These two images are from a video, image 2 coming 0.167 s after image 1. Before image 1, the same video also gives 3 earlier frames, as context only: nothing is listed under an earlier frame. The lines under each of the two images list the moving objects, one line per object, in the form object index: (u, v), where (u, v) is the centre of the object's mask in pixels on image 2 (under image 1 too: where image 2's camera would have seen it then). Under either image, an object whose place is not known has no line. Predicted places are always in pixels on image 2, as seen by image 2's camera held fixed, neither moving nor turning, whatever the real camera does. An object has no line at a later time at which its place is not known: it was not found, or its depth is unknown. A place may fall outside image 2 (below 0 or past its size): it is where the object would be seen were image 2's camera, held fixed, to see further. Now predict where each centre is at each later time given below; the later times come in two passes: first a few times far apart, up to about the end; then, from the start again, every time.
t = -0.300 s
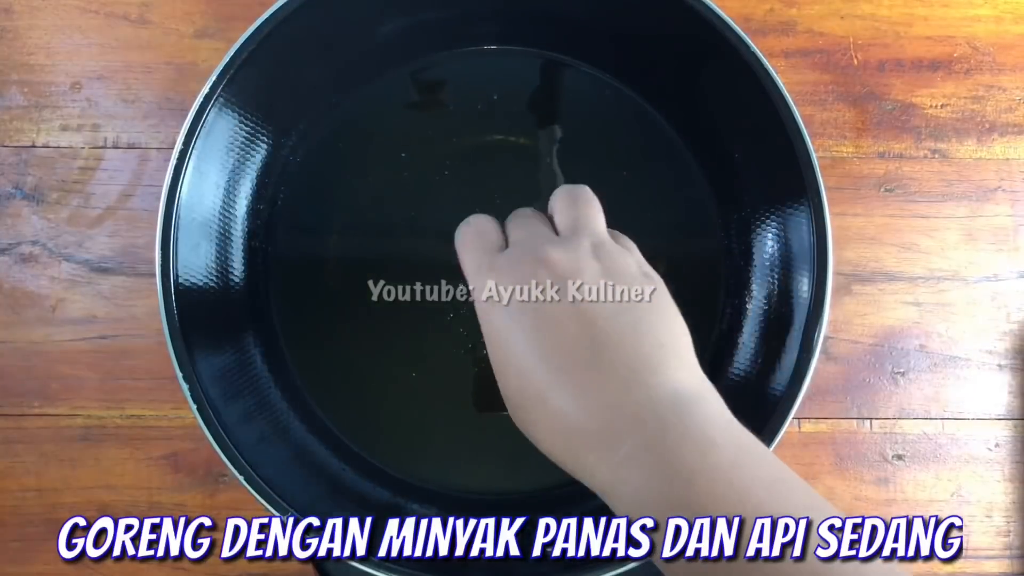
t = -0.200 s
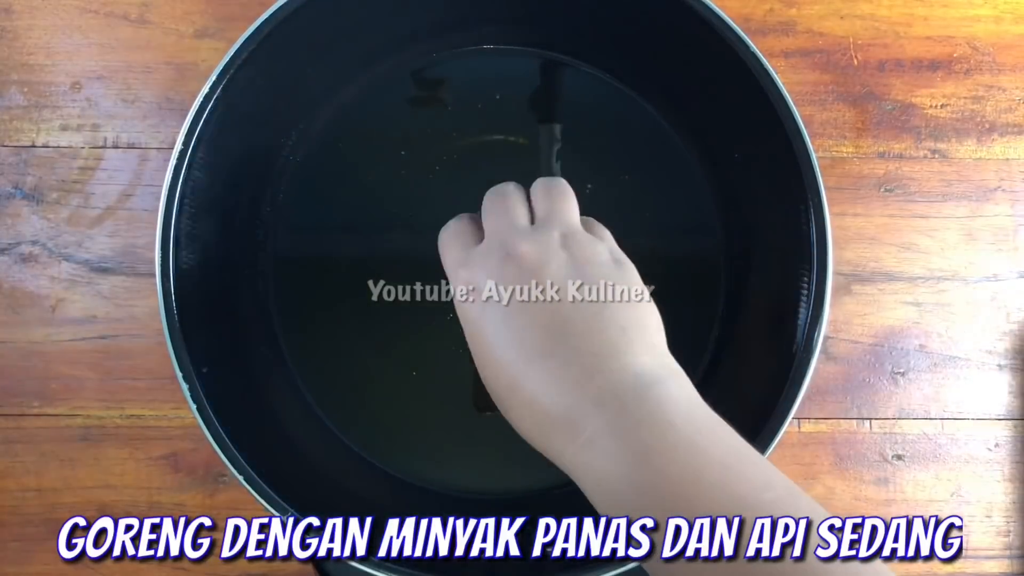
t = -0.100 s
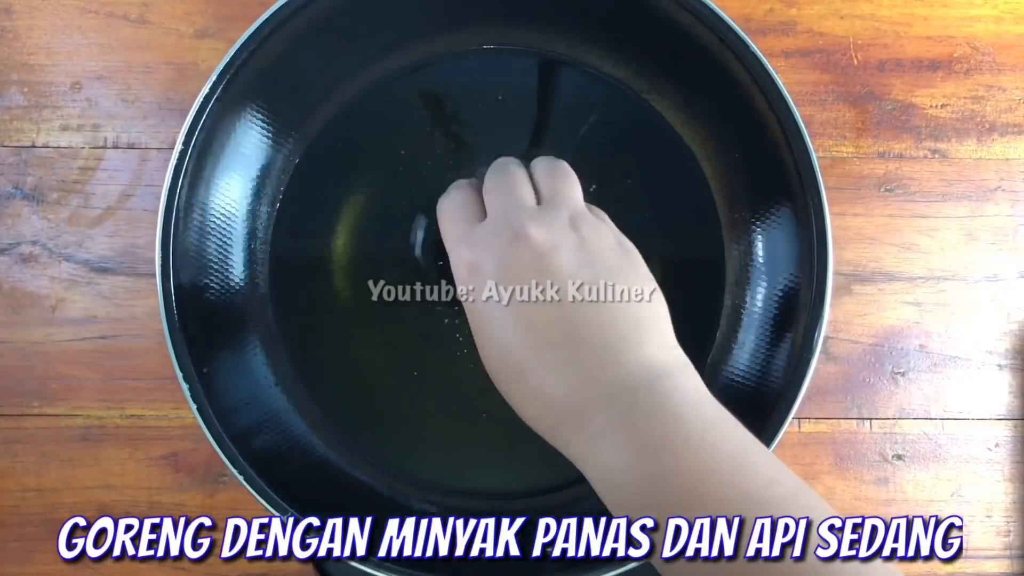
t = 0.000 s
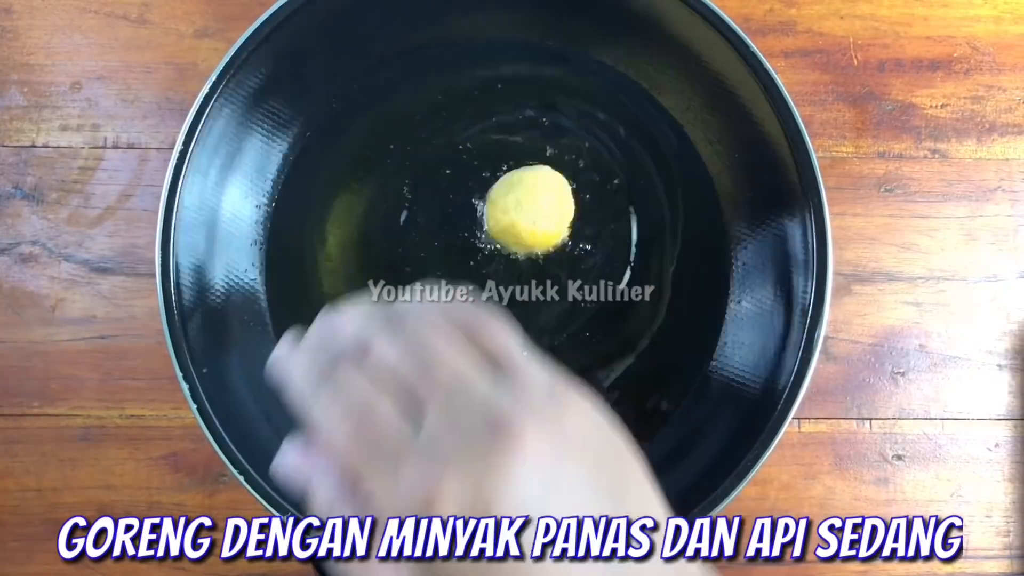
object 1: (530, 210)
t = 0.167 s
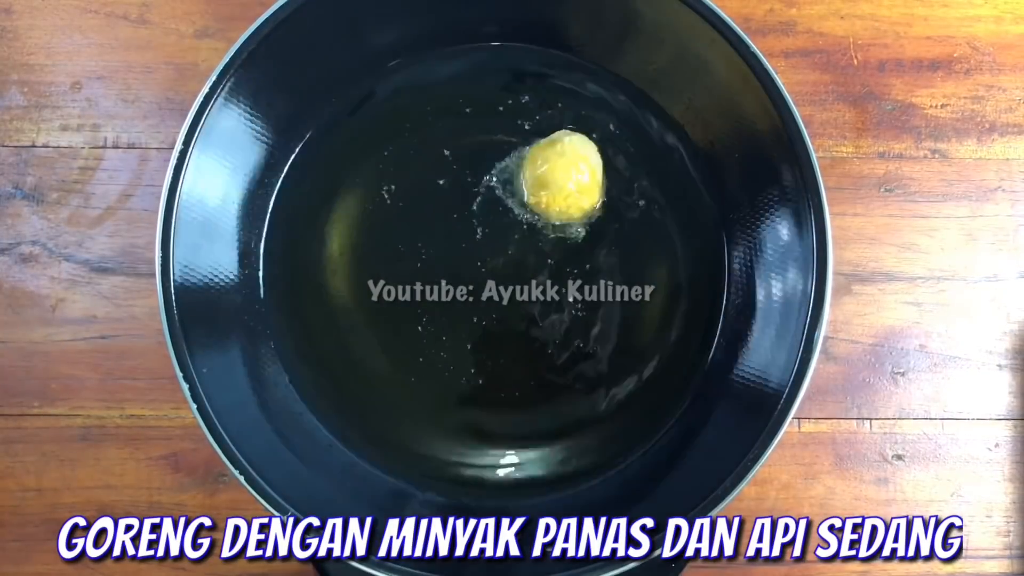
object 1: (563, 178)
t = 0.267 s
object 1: (555, 178)
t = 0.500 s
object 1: (546, 172)
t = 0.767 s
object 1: (546, 172)
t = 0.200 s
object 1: (563, 177)
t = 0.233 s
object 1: (560, 176)
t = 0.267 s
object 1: (555, 178)
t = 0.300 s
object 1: (549, 179)
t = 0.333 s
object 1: (547, 175)
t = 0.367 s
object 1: (546, 172)
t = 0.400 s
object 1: (544, 170)
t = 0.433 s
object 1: (544, 170)
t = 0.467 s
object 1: (544, 171)
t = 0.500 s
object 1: (546, 172)
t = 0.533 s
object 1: (545, 173)
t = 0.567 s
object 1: (546, 173)
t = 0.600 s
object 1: (546, 173)
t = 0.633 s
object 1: (545, 173)
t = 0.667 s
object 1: (545, 173)
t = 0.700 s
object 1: (546, 172)
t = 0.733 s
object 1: (546, 173)
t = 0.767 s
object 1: (546, 172)
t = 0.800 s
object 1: (545, 173)
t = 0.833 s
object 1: (546, 174)
